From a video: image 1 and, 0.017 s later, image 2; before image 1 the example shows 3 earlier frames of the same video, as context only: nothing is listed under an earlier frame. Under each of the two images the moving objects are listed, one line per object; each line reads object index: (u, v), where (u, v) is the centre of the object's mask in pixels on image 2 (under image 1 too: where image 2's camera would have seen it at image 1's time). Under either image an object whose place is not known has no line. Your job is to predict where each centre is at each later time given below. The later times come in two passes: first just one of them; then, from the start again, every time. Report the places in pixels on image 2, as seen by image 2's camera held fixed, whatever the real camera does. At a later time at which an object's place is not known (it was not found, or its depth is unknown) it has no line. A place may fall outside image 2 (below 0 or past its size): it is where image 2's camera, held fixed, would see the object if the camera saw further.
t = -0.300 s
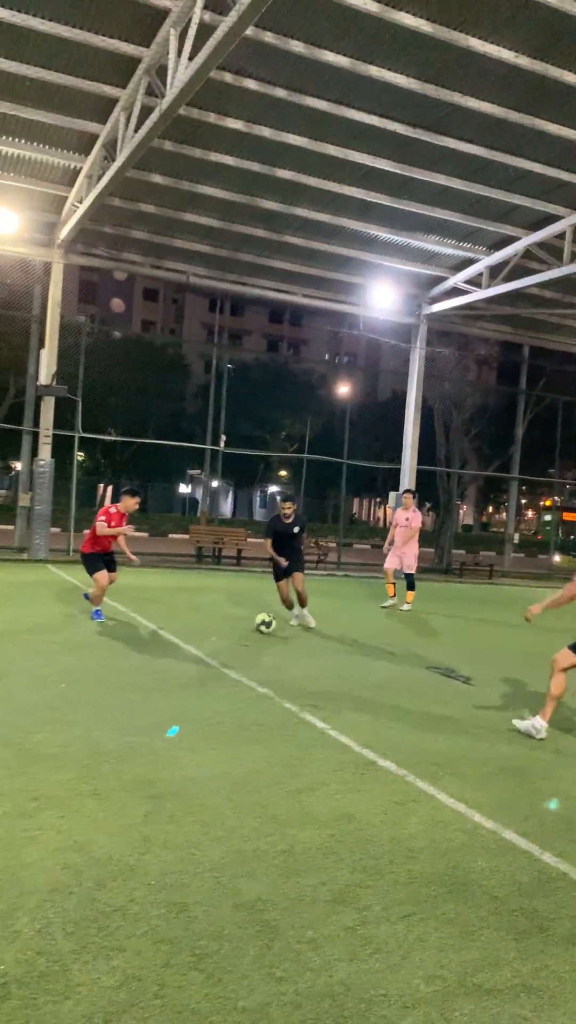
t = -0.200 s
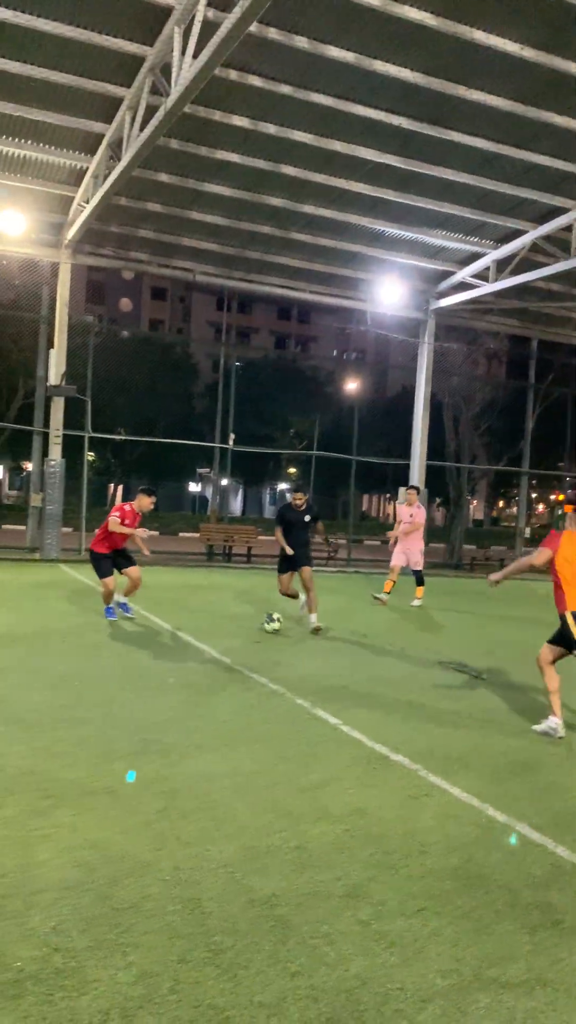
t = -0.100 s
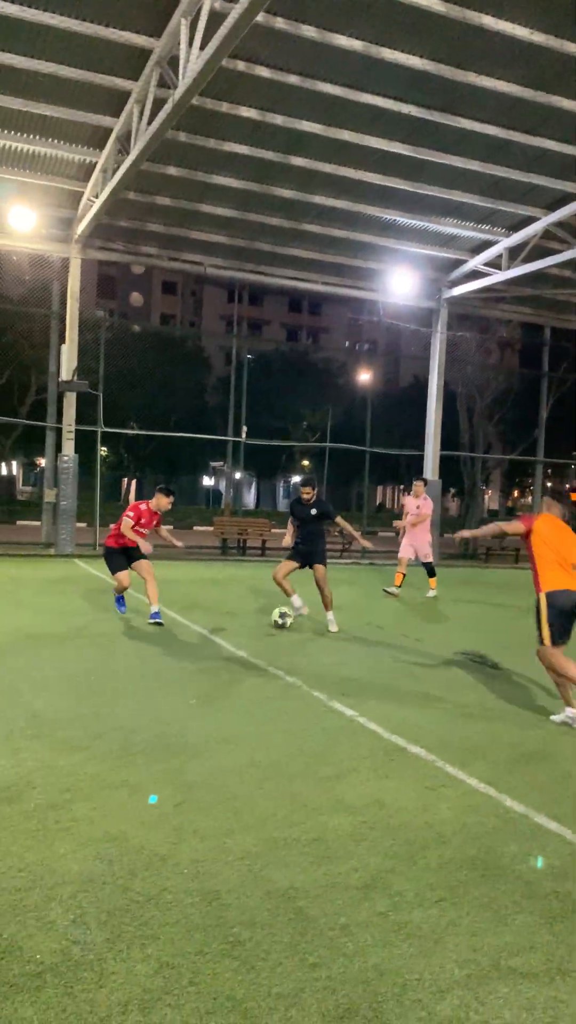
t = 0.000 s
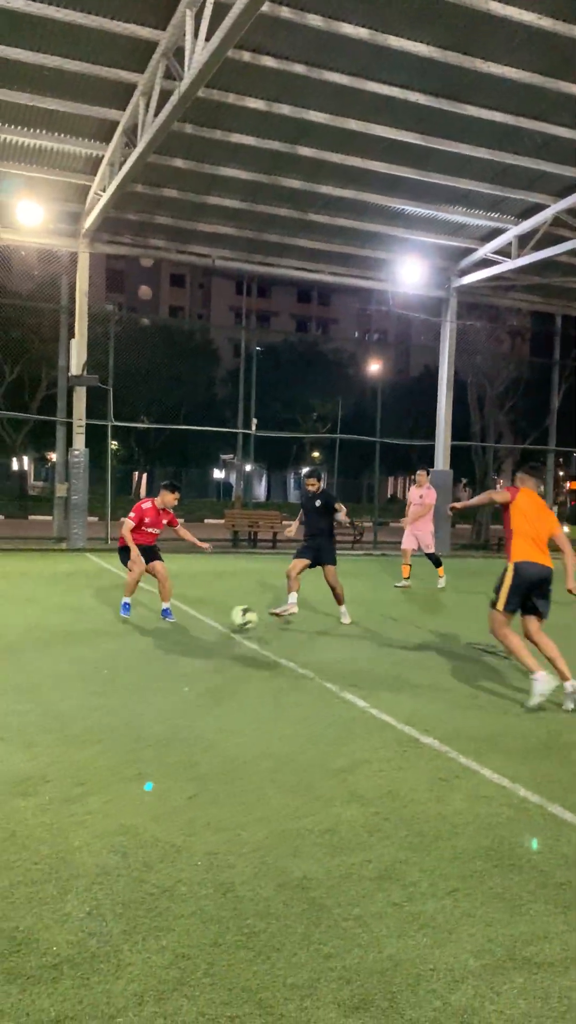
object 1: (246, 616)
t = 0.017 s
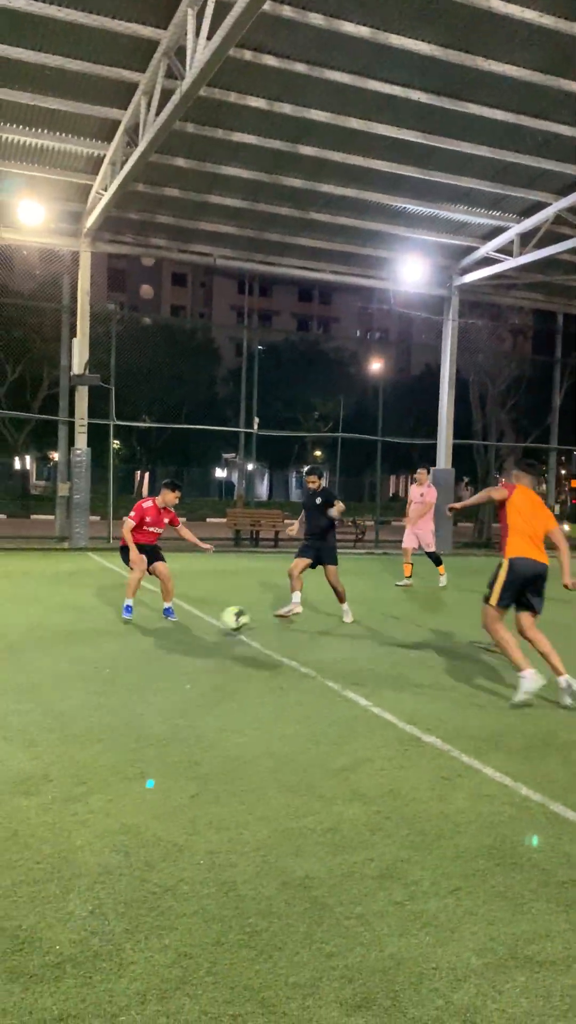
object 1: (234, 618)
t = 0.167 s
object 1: (108, 664)
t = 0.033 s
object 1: (223, 621)
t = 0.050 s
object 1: (211, 624)
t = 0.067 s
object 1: (199, 629)
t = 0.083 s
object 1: (185, 631)
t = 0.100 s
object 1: (171, 636)
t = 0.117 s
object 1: (157, 642)
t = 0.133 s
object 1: (141, 649)
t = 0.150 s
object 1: (124, 656)
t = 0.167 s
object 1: (108, 664)
